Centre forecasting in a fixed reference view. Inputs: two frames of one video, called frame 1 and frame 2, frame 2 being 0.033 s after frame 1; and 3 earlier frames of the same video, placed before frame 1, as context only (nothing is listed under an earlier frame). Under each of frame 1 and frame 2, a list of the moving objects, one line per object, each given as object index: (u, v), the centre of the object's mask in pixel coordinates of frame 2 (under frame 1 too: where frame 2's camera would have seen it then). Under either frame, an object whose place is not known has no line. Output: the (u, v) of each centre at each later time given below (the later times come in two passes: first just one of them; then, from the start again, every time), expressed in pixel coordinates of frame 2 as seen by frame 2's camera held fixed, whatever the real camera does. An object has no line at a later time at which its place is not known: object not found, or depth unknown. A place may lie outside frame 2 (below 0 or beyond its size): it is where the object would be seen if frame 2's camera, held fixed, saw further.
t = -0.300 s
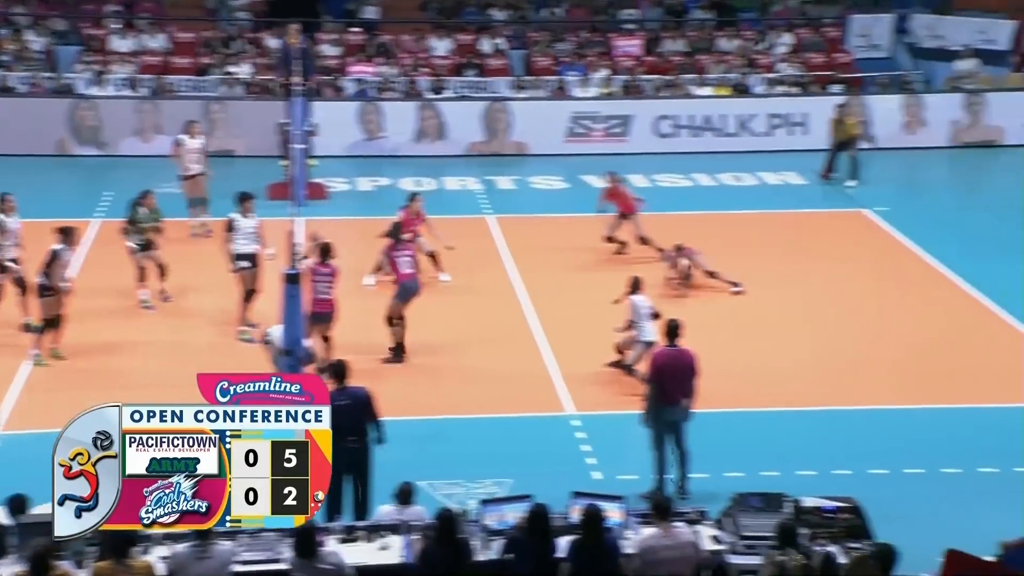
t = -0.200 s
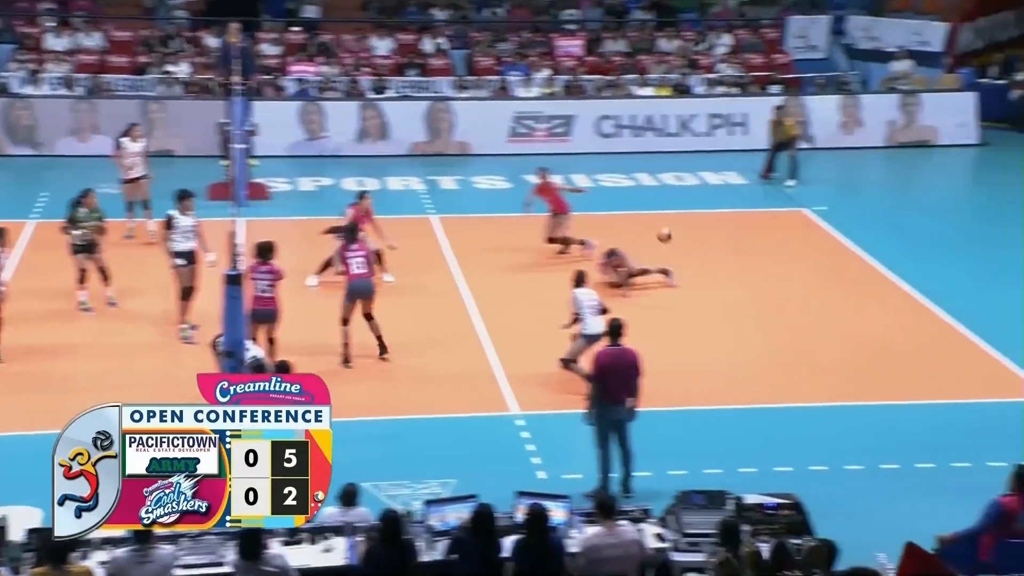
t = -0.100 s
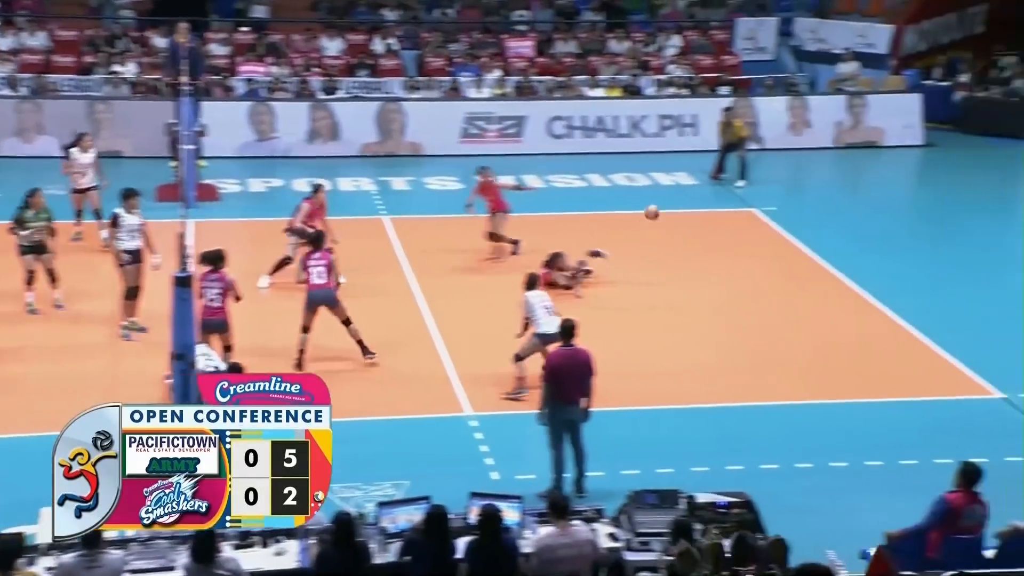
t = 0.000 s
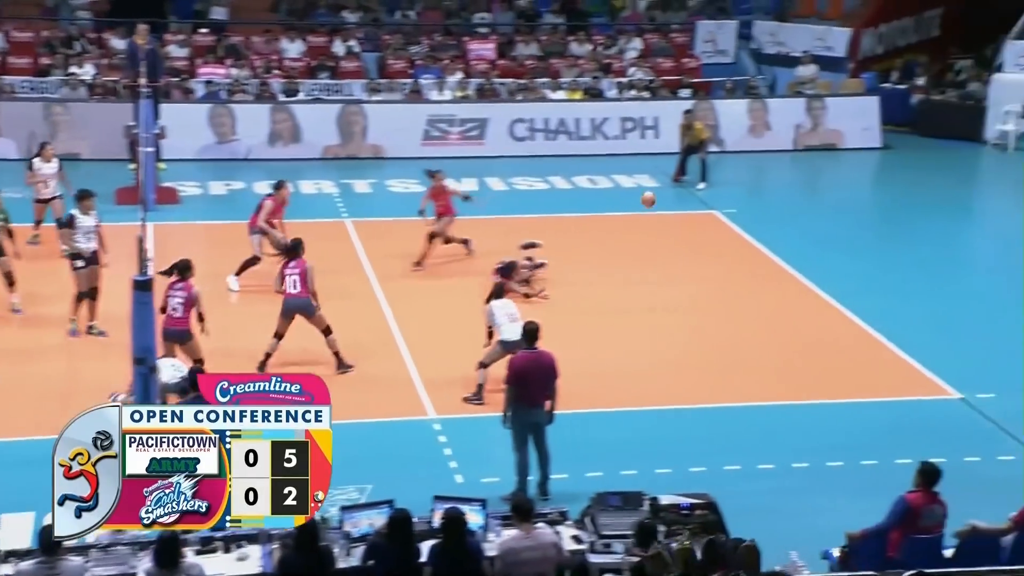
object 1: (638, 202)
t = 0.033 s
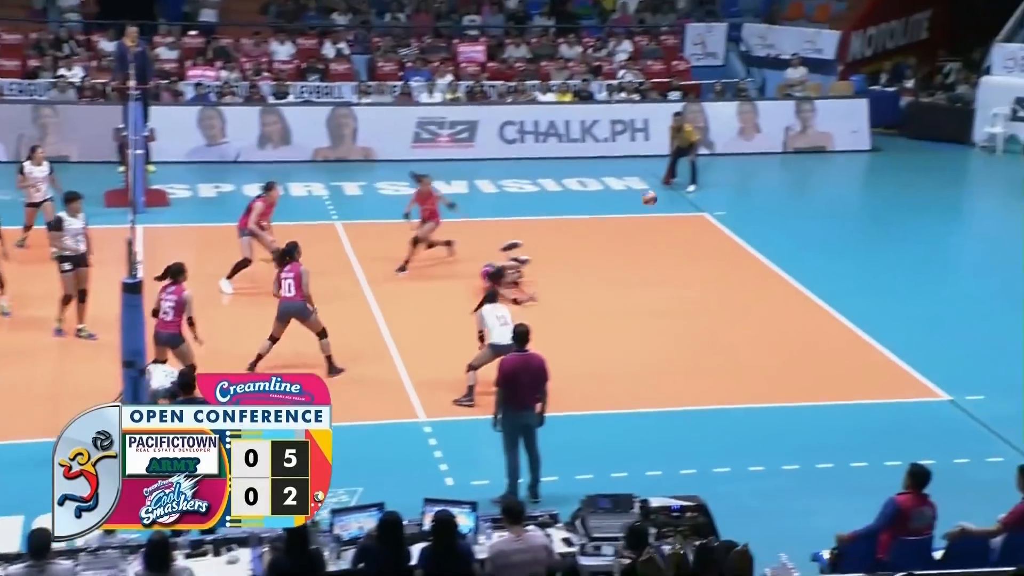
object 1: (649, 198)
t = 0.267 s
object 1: (726, 197)
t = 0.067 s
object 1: (661, 195)
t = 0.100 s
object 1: (672, 194)
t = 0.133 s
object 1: (683, 192)
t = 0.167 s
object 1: (694, 192)
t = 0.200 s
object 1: (704, 193)
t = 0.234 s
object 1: (715, 194)
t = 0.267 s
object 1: (726, 197)
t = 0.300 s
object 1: (736, 200)
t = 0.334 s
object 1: (746, 204)
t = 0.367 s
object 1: (756, 208)
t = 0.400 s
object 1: (765, 214)
